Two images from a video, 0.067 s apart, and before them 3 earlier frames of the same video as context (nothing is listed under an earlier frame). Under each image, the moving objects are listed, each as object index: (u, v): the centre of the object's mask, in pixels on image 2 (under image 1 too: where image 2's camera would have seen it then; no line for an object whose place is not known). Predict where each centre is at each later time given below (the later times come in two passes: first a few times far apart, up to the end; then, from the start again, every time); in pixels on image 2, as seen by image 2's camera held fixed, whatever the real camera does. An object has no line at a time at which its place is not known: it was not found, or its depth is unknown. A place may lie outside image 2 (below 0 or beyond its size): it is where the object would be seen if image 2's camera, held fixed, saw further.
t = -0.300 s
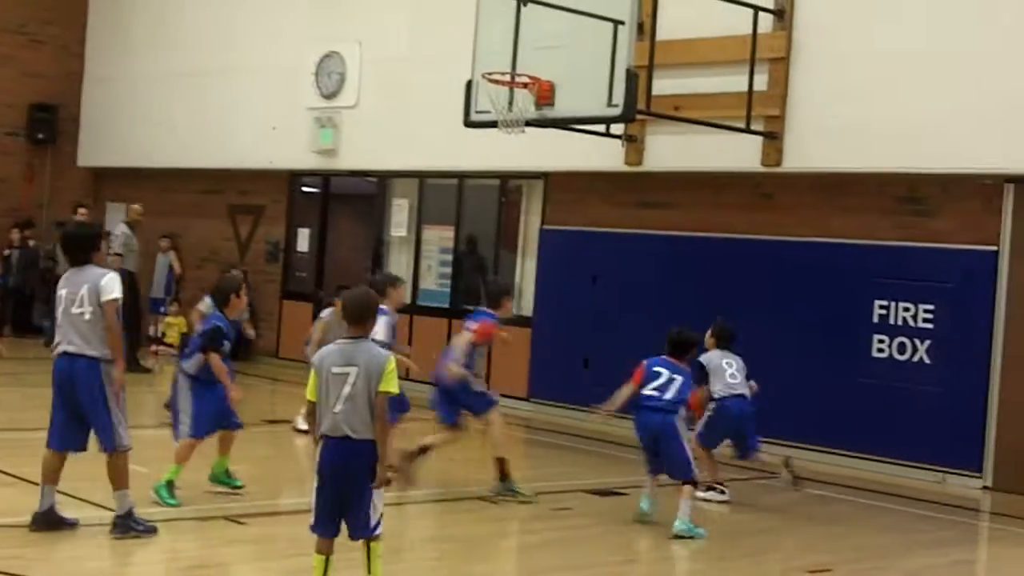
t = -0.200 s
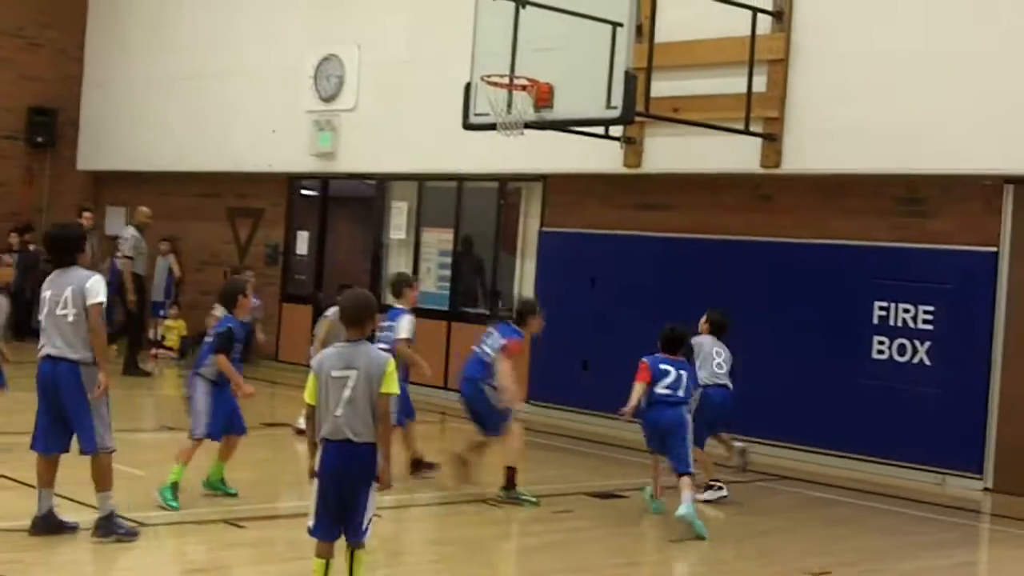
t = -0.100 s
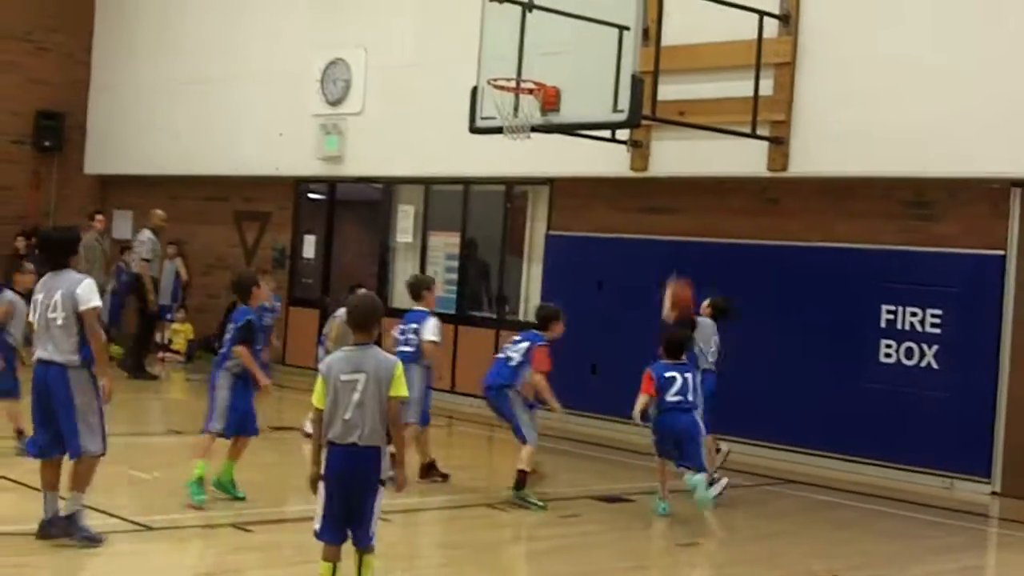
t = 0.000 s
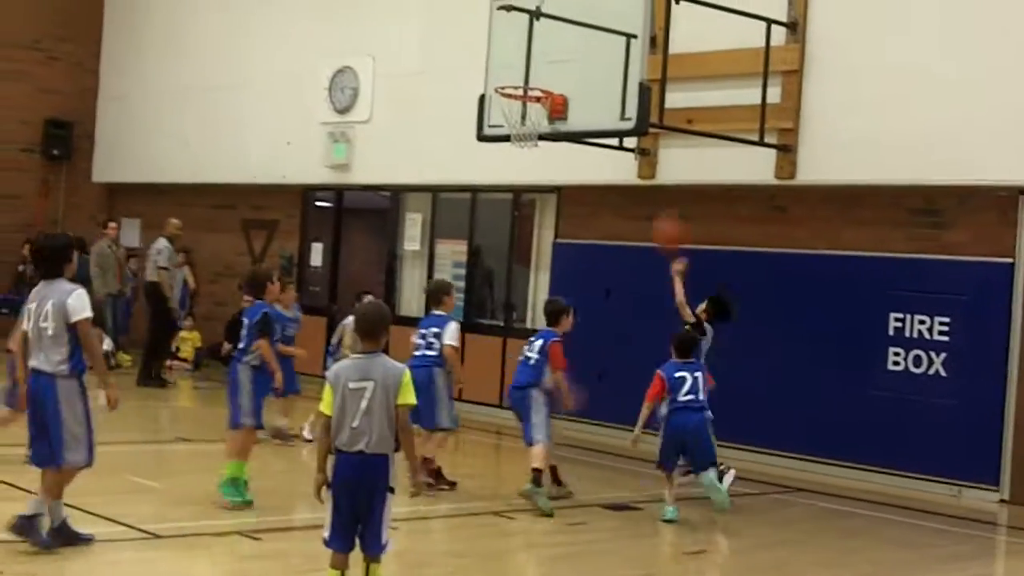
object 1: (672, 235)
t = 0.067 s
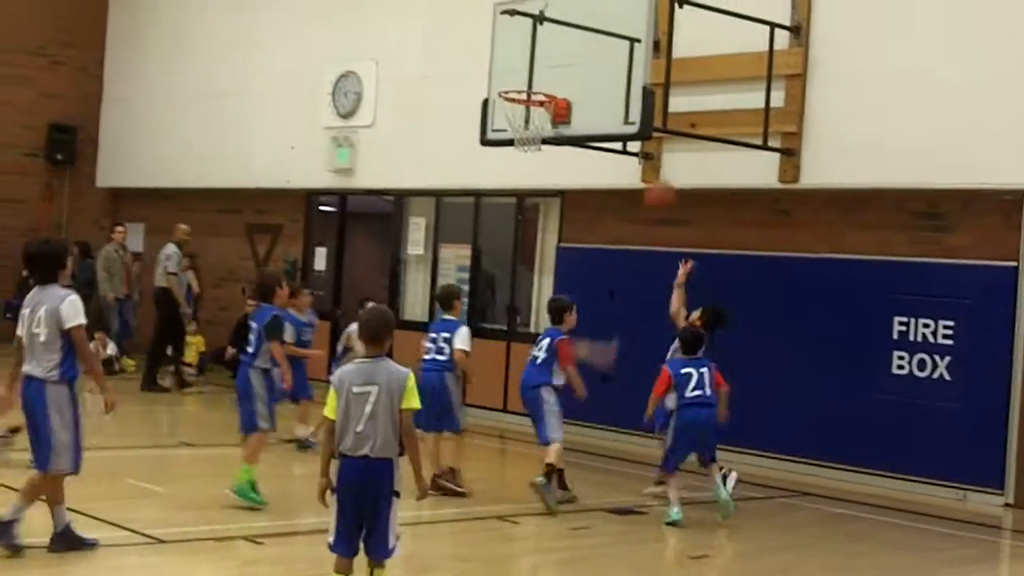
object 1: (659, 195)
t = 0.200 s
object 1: (632, 129)
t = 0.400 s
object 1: (591, 71)
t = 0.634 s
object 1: (543, 69)
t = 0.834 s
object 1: (531, 95)
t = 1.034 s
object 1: (524, 130)
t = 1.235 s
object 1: (517, 177)
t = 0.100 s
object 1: (651, 174)
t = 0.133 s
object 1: (646, 157)
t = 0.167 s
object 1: (638, 142)
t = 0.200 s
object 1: (632, 129)
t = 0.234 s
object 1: (624, 114)
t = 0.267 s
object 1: (617, 103)
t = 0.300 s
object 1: (610, 92)
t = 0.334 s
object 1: (604, 83)
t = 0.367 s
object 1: (597, 76)
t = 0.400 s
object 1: (591, 71)
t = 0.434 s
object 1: (584, 67)
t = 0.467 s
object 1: (577, 64)
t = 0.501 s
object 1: (570, 62)
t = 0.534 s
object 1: (563, 62)
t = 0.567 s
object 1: (556, 63)
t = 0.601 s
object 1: (549, 66)
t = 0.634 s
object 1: (543, 69)
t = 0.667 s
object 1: (535, 75)
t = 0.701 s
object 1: (529, 80)
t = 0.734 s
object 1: (522, 87)
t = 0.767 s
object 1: (522, 90)
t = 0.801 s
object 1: (526, 92)
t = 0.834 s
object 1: (531, 95)
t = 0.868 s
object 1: (534, 98)
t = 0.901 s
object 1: (533, 101)
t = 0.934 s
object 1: (531, 106)
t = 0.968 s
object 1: (529, 113)
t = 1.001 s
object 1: (526, 121)
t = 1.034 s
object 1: (524, 130)
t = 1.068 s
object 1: (523, 135)
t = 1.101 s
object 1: (522, 139)
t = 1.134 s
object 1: (519, 149)
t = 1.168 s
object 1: (518, 156)
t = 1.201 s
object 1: (519, 167)
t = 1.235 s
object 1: (517, 177)
